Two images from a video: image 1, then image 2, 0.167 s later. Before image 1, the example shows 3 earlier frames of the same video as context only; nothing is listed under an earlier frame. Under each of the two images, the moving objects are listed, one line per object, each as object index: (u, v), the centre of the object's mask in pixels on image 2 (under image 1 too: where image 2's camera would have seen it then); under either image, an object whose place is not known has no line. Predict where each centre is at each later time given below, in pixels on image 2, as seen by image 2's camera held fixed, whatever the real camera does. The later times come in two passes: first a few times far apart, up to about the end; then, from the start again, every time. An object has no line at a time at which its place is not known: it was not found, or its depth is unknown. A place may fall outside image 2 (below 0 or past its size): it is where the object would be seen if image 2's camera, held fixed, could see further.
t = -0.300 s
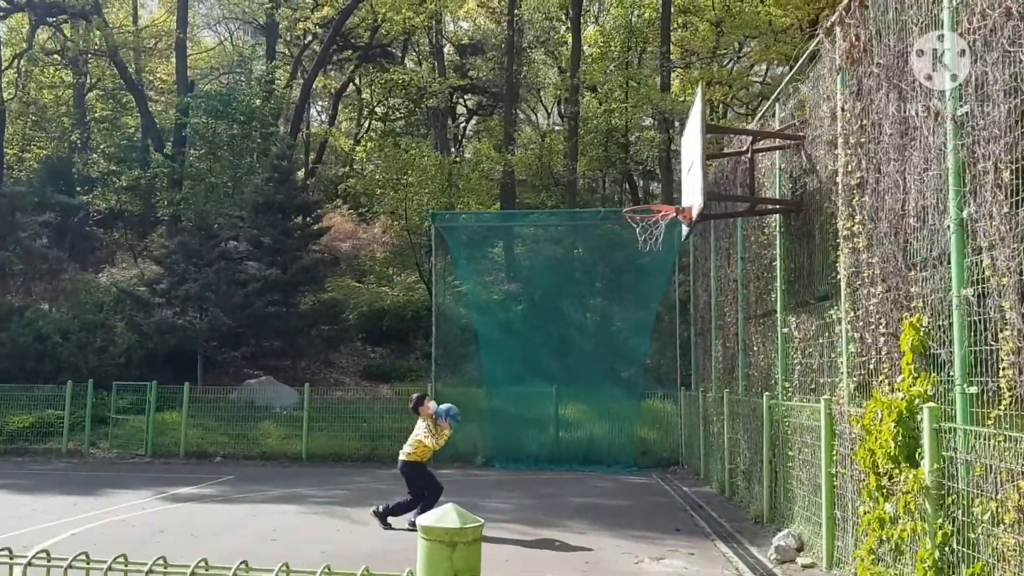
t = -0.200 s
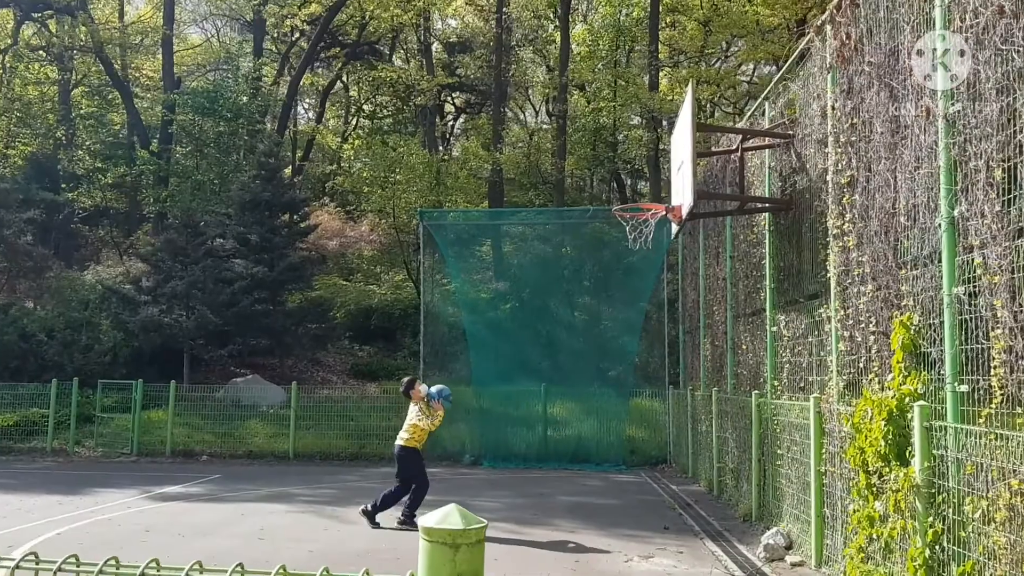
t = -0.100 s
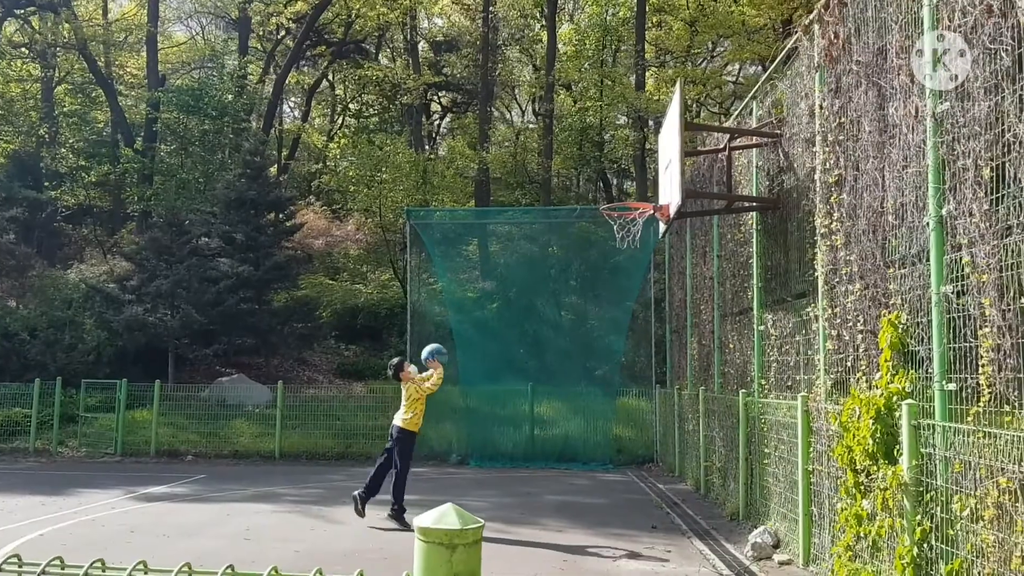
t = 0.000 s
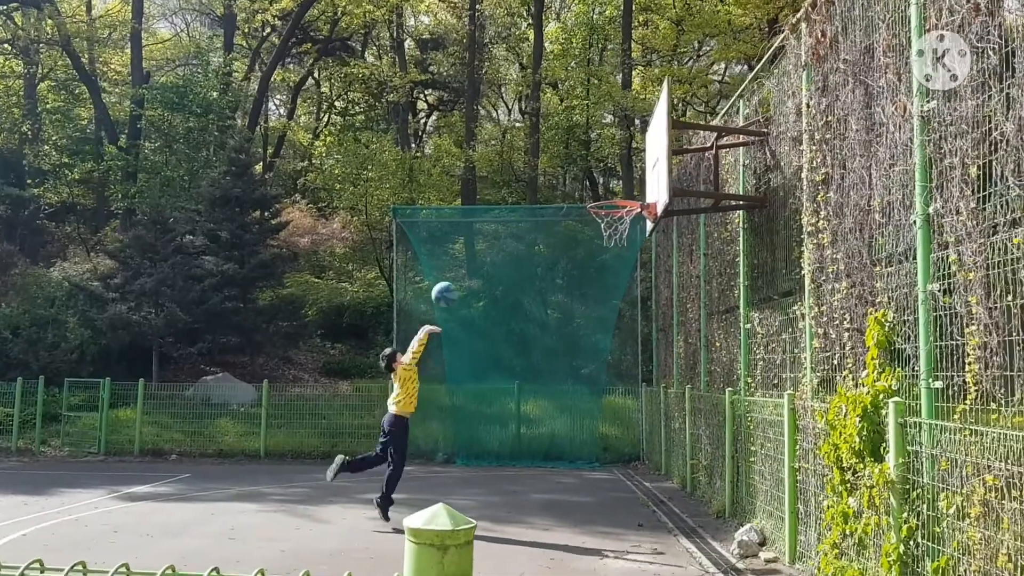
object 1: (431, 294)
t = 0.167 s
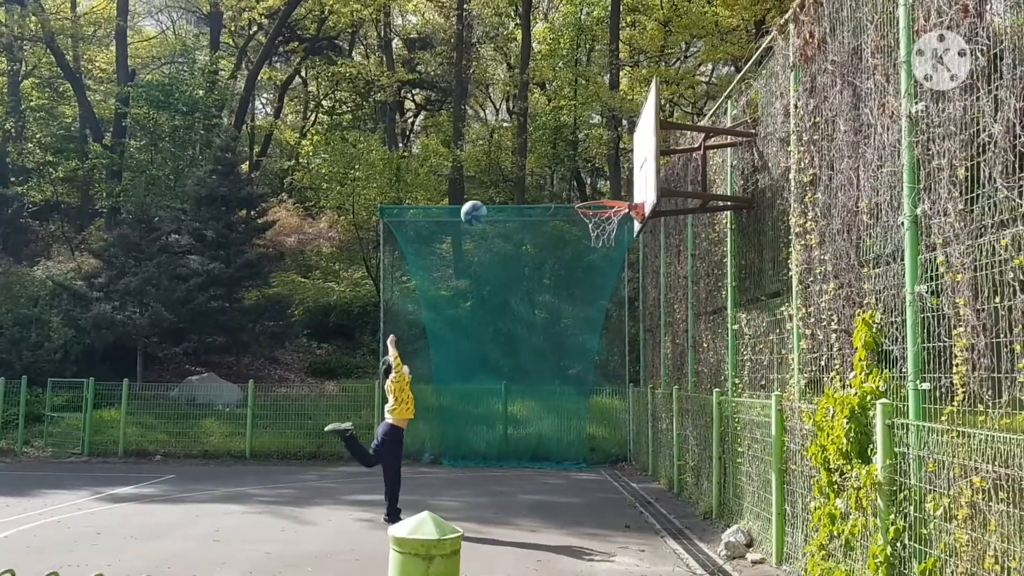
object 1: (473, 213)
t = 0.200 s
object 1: (482, 200)
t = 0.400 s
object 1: (530, 148)
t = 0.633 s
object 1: (586, 140)
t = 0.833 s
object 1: (632, 177)
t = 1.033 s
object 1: (602, 167)
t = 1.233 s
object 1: (573, 166)
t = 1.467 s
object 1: (538, 220)
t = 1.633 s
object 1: (511, 301)
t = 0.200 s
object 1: (482, 200)
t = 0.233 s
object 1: (490, 189)
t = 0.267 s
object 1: (498, 179)
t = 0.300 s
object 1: (506, 169)
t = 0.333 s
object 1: (514, 161)
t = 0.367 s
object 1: (522, 154)
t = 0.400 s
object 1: (530, 148)
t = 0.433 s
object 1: (538, 144)
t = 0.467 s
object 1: (546, 140)
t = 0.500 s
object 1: (554, 137)
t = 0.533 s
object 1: (562, 136)
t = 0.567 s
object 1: (570, 136)
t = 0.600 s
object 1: (578, 137)
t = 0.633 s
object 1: (586, 140)
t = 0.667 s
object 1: (594, 143)
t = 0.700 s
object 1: (602, 147)
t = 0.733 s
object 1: (610, 153)
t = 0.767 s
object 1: (618, 160)
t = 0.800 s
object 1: (626, 168)
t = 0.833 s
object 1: (632, 177)
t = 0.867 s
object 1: (626, 183)
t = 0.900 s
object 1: (621, 189)
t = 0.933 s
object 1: (616, 183)
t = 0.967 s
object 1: (612, 176)
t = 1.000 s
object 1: (607, 171)
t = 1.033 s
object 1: (602, 167)
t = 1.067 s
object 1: (598, 164)
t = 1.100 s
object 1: (593, 162)
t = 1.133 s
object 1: (588, 160)
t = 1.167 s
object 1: (583, 161)
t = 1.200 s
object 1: (578, 163)
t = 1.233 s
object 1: (573, 166)
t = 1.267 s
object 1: (568, 169)
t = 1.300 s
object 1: (564, 175)
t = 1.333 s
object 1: (559, 182)
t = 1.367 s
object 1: (554, 189)
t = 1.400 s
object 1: (549, 199)
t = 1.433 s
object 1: (544, 209)
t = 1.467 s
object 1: (538, 220)
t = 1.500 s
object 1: (533, 234)
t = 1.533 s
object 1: (528, 248)
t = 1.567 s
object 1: (522, 264)
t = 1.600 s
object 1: (517, 281)
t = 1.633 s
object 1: (511, 301)
